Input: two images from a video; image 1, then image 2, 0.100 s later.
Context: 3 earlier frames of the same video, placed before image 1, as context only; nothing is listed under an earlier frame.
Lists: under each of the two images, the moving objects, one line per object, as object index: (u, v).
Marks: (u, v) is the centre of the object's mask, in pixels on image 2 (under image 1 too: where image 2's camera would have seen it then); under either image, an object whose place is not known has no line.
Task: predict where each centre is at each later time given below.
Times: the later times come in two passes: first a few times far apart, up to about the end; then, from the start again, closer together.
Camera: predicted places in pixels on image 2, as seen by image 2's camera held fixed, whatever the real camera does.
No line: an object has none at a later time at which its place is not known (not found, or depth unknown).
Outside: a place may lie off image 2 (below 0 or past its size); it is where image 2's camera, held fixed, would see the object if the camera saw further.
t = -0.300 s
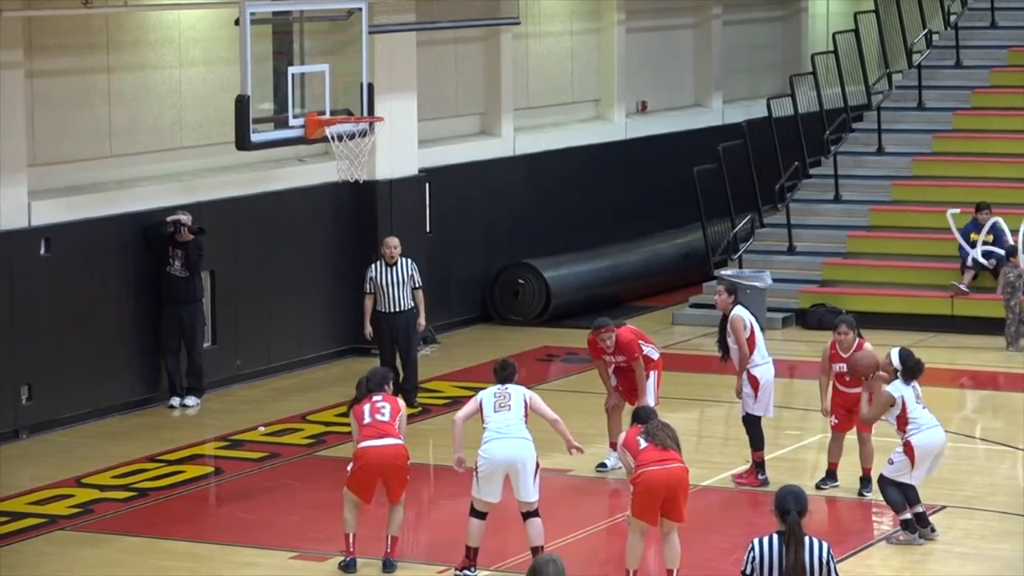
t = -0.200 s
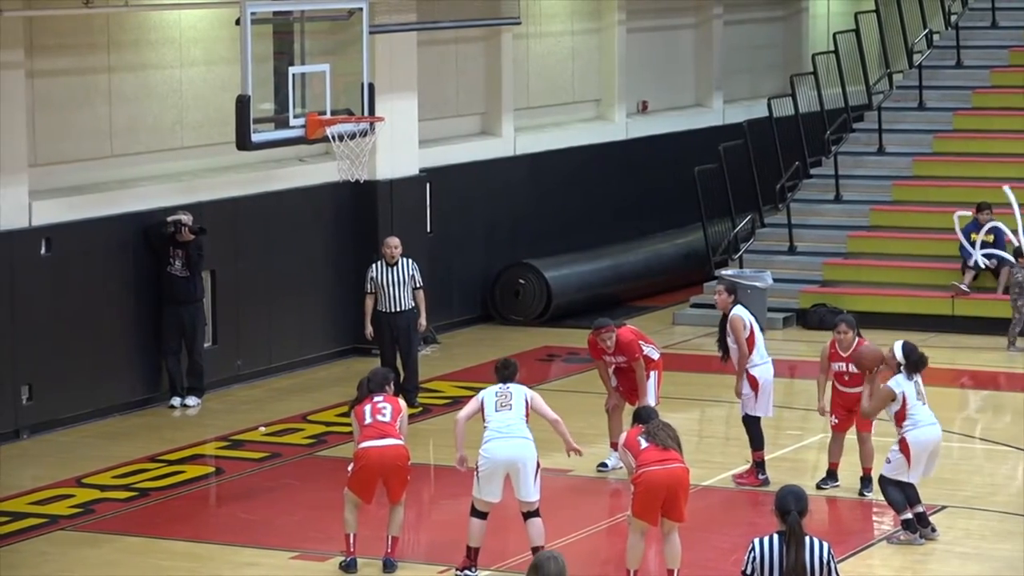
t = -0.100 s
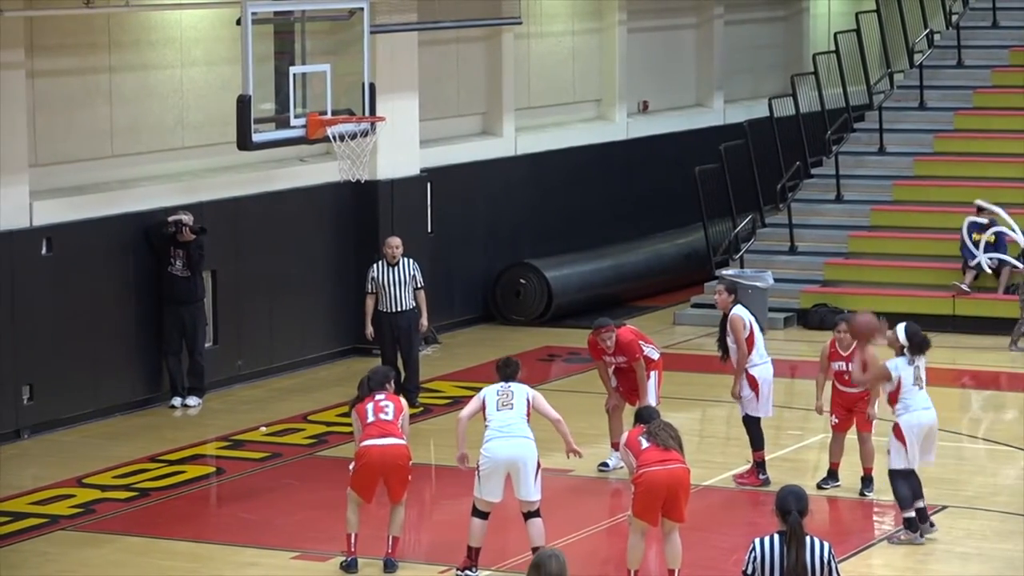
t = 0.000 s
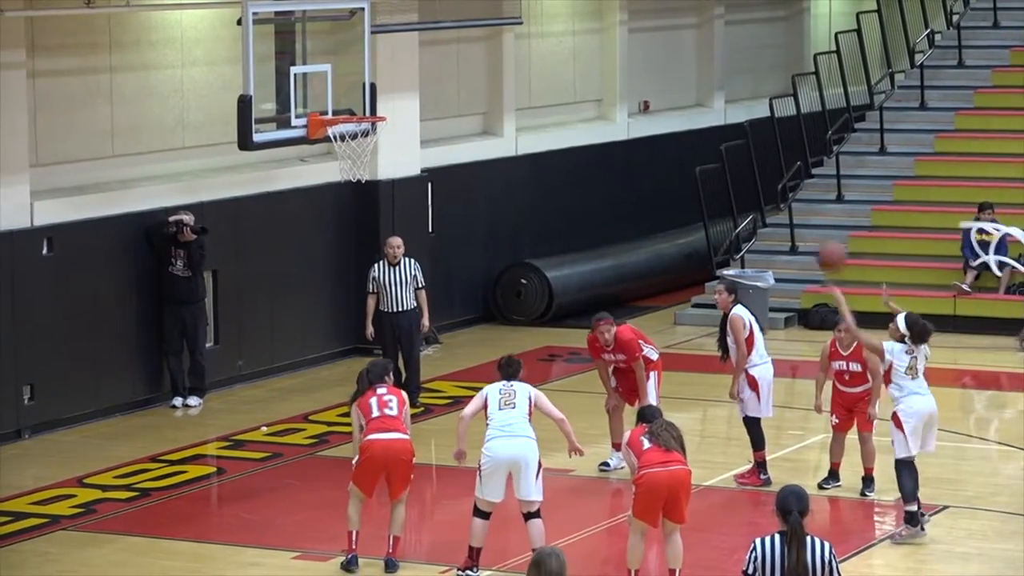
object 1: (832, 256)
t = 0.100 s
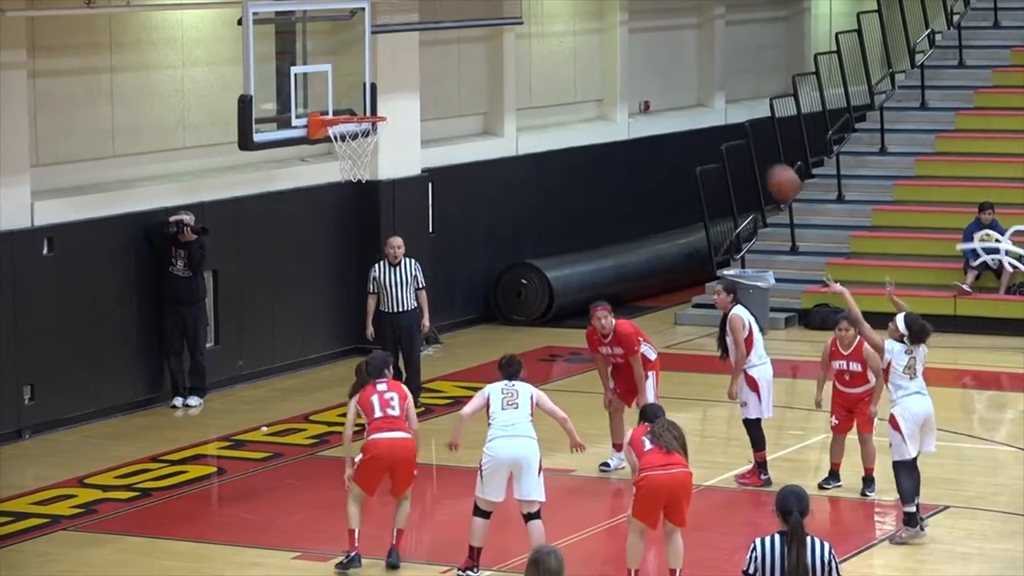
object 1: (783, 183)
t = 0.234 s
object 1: (720, 104)
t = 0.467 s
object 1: (613, 27)
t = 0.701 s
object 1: (511, 19)
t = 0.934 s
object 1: (414, 76)
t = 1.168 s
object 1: (395, 70)
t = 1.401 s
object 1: (407, 75)
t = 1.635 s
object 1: (420, 144)
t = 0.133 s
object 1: (767, 161)
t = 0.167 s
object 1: (752, 141)
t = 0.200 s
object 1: (738, 125)
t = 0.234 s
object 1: (720, 104)
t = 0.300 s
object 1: (688, 75)
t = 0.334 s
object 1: (674, 62)
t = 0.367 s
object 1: (659, 51)
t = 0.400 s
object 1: (643, 41)
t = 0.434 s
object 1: (629, 33)
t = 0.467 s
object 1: (613, 27)
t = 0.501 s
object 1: (598, 20)
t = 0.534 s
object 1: (583, 17)
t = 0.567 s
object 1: (569, 13)
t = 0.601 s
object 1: (555, 13)
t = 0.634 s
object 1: (540, 13)
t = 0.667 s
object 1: (525, 14)
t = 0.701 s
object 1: (511, 19)
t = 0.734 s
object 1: (497, 23)
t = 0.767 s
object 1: (483, 28)
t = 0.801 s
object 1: (469, 35)
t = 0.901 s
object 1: (427, 65)
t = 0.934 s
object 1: (414, 76)
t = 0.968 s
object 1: (401, 90)
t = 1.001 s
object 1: (389, 104)
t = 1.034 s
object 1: (389, 97)
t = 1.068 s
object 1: (390, 88)
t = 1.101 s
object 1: (392, 81)
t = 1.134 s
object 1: (393, 74)
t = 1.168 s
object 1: (395, 70)
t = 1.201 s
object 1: (397, 66)
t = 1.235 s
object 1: (399, 64)
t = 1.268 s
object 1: (400, 64)
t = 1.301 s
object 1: (402, 64)
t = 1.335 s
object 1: (404, 66)
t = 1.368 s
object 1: (406, 70)
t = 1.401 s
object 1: (407, 75)
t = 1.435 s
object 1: (409, 80)
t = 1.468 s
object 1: (411, 88)
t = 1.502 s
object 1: (412, 96)
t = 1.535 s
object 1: (414, 107)
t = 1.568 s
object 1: (416, 118)
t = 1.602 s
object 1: (418, 131)
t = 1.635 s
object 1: (420, 144)
